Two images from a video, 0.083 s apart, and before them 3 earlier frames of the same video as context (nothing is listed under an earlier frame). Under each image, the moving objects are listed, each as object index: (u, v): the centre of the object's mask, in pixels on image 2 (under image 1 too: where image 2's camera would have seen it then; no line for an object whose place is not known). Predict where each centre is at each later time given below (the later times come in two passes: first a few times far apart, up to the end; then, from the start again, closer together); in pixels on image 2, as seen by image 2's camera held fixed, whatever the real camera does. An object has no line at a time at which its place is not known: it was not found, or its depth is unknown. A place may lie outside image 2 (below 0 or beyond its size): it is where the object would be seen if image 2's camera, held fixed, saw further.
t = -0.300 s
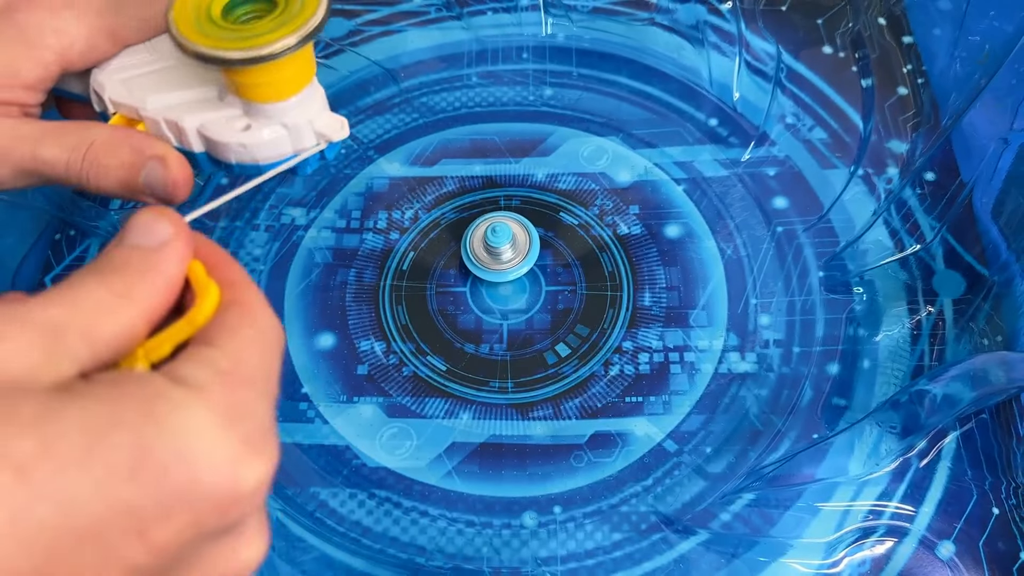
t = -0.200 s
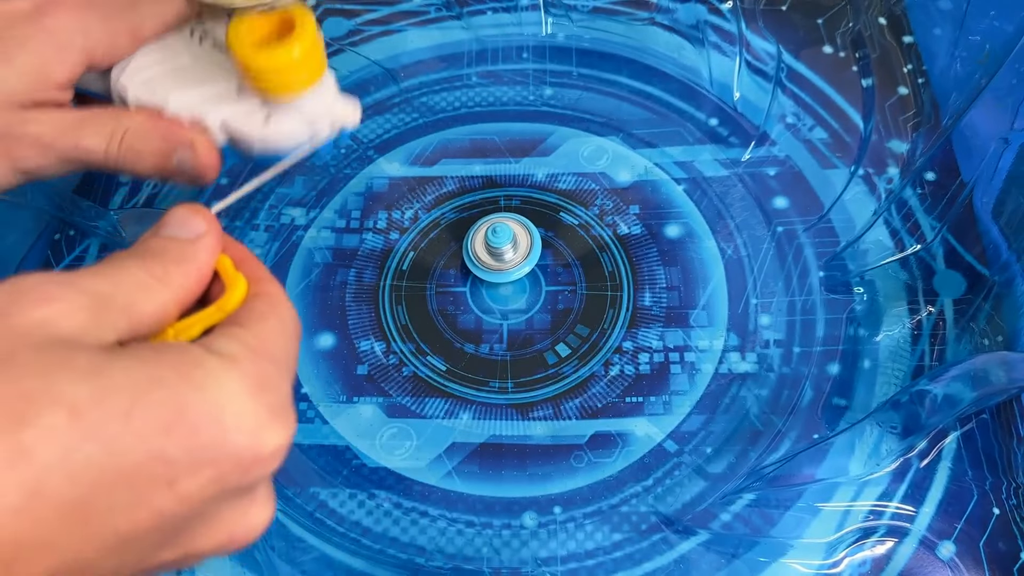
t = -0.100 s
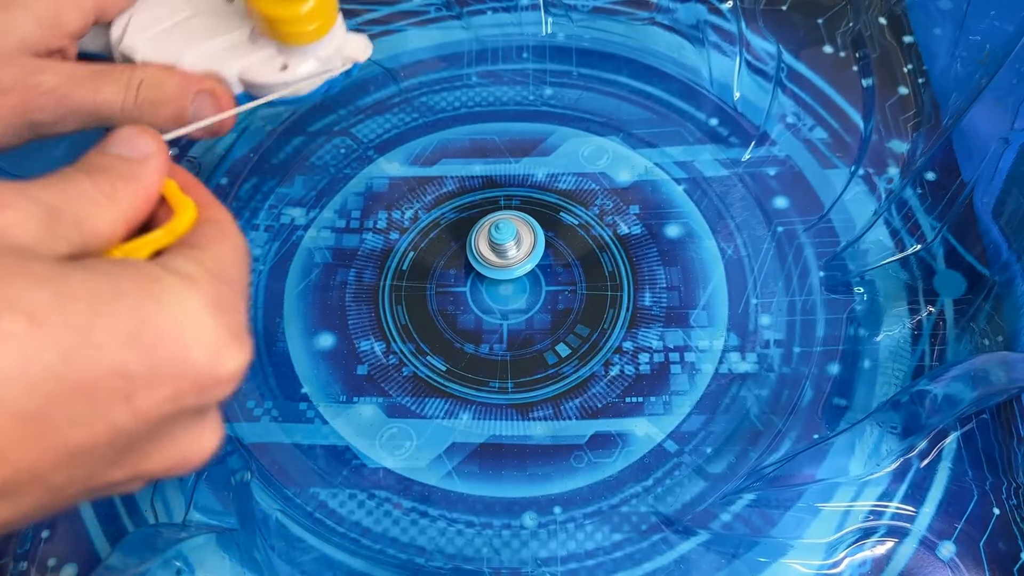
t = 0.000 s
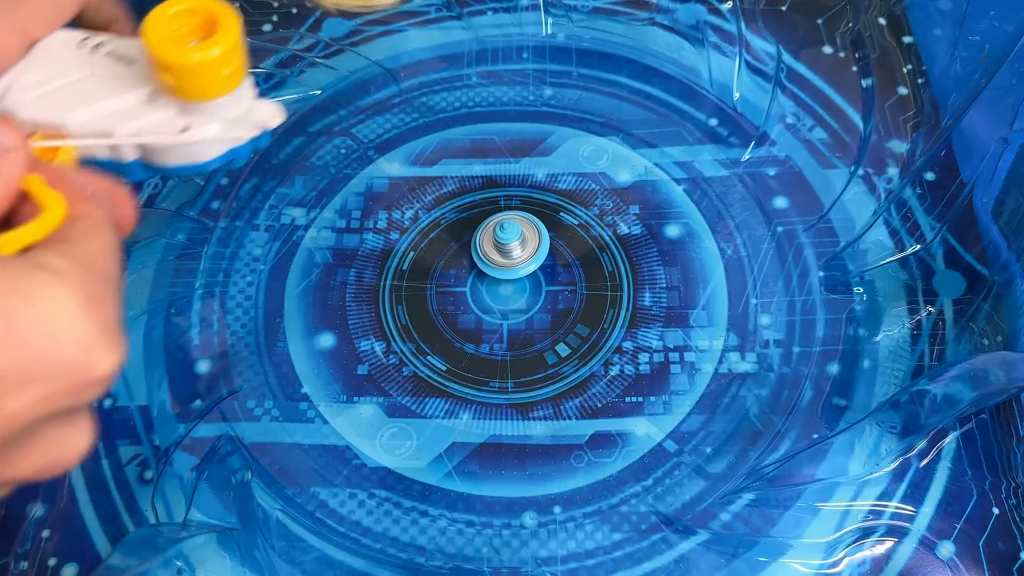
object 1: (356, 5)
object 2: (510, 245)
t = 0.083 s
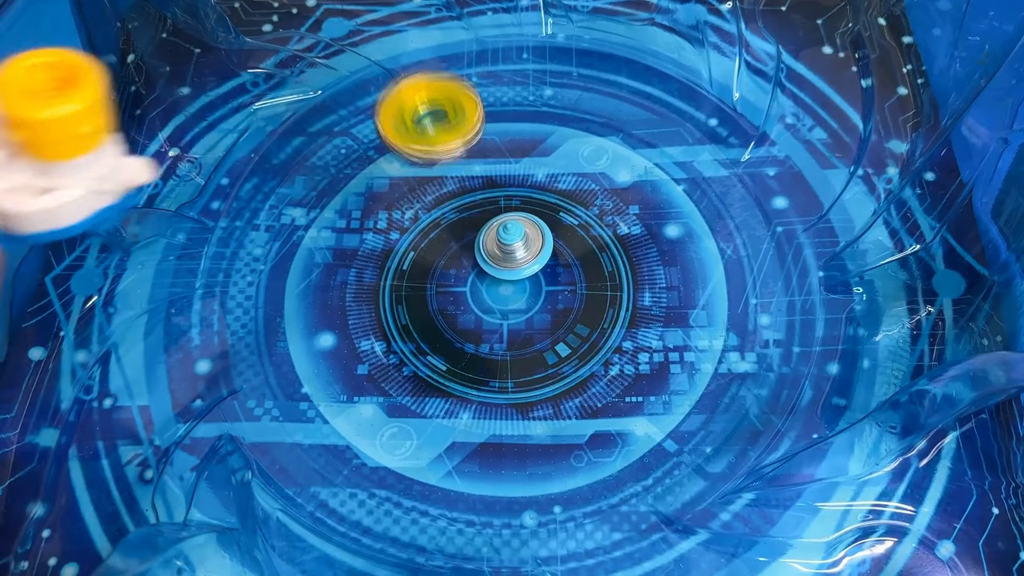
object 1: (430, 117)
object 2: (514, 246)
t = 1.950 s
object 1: (738, 254)
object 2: (511, 255)
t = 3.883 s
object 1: (429, 84)
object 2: (517, 244)
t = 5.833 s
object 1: (517, 464)
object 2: (511, 244)
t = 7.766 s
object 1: (484, 43)
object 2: (511, 245)
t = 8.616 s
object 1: (353, 240)
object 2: (517, 249)
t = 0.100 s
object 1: (442, 150)
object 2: (514, 246)
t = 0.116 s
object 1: (453, 184)
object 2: (515, 246)
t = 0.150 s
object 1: (474, 184)
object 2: (516, 241)
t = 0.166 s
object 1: (486, 172)
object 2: (515, 235)
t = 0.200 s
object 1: (514, 158)
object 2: (515, 231)
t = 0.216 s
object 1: (528, 154)
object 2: (514, 235)
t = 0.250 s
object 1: (559, 158)
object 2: (512, 253)
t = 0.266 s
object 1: (573, 165)
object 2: (511, 266)
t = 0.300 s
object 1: (600, 182)
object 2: (506, 275)
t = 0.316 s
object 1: (609, 175)
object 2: (503, 281)
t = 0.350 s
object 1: (628, 168)
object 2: (500, 285)
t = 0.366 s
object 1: (637, 169)
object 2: (499, 291)
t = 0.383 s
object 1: (646, 174)
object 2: (497, 297)
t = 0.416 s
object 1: (662, 191)
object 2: (495, 302)
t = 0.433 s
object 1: (669, 190)
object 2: (494, 304)
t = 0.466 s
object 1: (681, 195)
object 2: (493, 304)
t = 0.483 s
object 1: (687, 202)
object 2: (493, 303)
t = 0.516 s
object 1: (696, 214)
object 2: (495, 302)
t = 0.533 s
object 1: (700, 219)
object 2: (496, 300)
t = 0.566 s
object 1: (706, 234)
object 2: (497, 297)
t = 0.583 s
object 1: (710, 240)
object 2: (498, 296)
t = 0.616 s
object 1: (714, 255)
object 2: (499, 294)
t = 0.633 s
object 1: (715, 262)
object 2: (500, 293)
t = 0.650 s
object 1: (716, 270)
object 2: (501, 293)
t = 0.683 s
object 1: (716, 287)
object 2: (501, 292)
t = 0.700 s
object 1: (715, 296)
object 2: (501, 292)
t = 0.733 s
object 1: (709, 315)
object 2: (501, 291)
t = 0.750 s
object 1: (705, 325)
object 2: (501, 291)
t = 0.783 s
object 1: (693, 345)
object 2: (500, 290)
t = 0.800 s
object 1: (685, 354)
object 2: (500, 290)
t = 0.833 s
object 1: (663, 372)
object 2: (498, 290)
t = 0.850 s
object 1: (651, 380)
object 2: (498, 290)
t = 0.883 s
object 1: (621, 392)
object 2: (497, 289)
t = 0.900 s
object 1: (605, 396)
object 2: (496, 288)
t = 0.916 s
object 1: (588, 398)
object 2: (495, 287)
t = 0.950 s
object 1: (553, 399)
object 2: (493, 285)
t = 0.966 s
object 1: (535, 396)
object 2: (492, 284)
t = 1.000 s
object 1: (500, 386)
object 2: (489, 282)
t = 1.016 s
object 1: (483, 379)
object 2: (487, 280)
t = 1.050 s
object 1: (452, 361)
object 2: (483, 275)
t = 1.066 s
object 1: (438, 351)
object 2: (480, 272)
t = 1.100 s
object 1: (414, 326)
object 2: (476, 268)
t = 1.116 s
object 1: (405, 312)
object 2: (474, 266)
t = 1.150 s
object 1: (391, 283)
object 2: (473, 265)
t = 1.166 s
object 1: (387, 268)
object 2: (472, 265)
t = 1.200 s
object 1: (383, 238)
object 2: (472, 267)
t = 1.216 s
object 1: (383, 223)
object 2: (473, 268)
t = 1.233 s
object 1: (385, 208)
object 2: (475, 269)
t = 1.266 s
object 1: (393, 180)
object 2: (480, 270)
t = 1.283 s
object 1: (399, 167)
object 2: (481, 270)
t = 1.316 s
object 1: (414, 143)
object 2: (484, 269)
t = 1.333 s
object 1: (423, 132)
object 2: (485, 268)
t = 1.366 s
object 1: (443, 112)
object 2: (489, 263)
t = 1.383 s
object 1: (453, 102)
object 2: (491, 260)
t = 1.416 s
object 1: (476, 85)
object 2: (494, 253)
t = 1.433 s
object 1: (487, 77)
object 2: (496, 250)
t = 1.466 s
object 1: (511, 63)
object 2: (499, 244)
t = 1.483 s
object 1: (523, 57)
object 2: (500, 241)
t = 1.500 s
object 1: (536, 51)
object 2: (502, 238)
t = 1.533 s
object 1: (561, 43)
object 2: (504, 234)
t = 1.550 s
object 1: (574, 42)
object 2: (504, 233)
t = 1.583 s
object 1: (599, 48)
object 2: (504, 234)
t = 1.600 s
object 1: (611, 53)
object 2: (504, 235)
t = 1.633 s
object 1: (633, 70)
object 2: (503, 238)
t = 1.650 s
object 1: (642, 80)
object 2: (502, 240)
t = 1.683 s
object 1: (662, 98)
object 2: (500, 246)
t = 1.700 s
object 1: (672, 107)
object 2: (499, 248)
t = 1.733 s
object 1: (691, 123)
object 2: (498, 253)
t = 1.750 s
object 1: (700, 131)
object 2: (498, 253)
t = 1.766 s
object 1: (710, 139)
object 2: (498, 255)
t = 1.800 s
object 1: (727, 156)
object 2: (497, 256)
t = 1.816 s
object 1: (735, 165)
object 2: (498, 256)
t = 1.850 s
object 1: (746, 185)
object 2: (500, 257)
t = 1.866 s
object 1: (750, 196)
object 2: (502, 256)
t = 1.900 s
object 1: (751, 219)
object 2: (505, 256)
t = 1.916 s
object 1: (749, 231)
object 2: (507, 256)
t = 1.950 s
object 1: (738, 254)
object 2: (511, 255)
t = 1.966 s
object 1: (730, 265)
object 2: (513, 255)
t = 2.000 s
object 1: (709, 287)
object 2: (519, 255)
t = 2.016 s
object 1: (696, 296)
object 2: (523, 254)
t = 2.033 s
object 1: (682, 305)
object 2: (526, 254)
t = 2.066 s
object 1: (651, 320)
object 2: (532, 254)
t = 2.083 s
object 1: (634, 327)
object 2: (533, 254)
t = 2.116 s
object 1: (598, 335)
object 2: (535, 254)
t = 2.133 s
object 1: (580, 338)
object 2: (535, 255)
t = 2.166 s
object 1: (541, 339)
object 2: (533, 256)
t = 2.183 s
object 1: (521, 338)
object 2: (532, 257)
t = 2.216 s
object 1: (484, 330)
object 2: (531, 258)
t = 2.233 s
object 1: (467, 324)
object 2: (531, 258)
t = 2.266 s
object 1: (436, 307)
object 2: (532, 260)
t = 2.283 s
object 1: (423, 296)
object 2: (532, 260)
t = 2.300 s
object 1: (411, 285)
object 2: (532, 260)
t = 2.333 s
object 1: (392, 261)
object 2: (533, 260)
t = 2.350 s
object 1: (384, 248)
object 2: (533, 261)
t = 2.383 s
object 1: (375, 222)
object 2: (534, 263)
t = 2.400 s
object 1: (373, 210)
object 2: (534, 263)
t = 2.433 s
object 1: (371, 184)
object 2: (534, 264)
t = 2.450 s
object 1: (372, 171)
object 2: (534, 265)
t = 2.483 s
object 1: (377, 146)
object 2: (535, 267)
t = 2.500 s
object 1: (380, 135)
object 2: (535, 268)
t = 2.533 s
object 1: (388, 111)
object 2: (536, 269)
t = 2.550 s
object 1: (393, 101)
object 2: (536, 269)
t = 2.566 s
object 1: (399, 89)
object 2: (537, 270)
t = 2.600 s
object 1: (410, 68)
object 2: (537, 271)
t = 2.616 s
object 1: (416, 58)
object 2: (536, 272)
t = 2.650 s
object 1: (431, 39)
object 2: (537, 273)
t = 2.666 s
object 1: (439, 33)
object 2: (537, 274)
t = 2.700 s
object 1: (456, 26)
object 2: (539, 276)
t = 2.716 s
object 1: (465, 24)
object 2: (540, 277)
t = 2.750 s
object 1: (480, 23)
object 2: (541, 279)
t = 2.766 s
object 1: (488, 24)
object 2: (542, 281)
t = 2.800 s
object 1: (503, 27)
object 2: (541, 281)
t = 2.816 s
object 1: (511, 32)
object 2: (540, 281)
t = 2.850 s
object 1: (528, 52)
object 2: (537, 281)
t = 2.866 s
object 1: (536, 62)
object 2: (536, 280)
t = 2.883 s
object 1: (545, 72)
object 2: (534, 280)
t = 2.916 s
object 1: (562, 91)
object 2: (530, 278)
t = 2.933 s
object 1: (569, 102)
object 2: (528, 276)
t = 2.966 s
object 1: (581, 125)
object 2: (524, 273)
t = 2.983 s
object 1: (586, 137)
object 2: (522, 271)
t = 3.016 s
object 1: (592, 162)
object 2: (519, 269)
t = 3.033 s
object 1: (594, 176)
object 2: (517, 267)
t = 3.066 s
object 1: (596, 203)
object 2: (513, 264)
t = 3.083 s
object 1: (595, 217)
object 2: (511, 262)
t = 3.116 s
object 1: (590, 245)
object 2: (508, 255)
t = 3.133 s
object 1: (585, 259)
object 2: (507, 251)
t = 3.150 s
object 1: (579, 272)
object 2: (506, 246)
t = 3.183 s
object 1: (562, 296)
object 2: (508, 240)
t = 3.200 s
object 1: (551, 307)
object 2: (509, 240)
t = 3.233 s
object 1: (527, 324)
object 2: (510, 242)
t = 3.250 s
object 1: (513, 330)
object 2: (510, 243)
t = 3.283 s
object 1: (485, 337)
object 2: (510, 248)
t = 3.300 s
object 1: (471, 339)
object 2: (509, 250)
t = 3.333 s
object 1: (442, 337)
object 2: (508, 253)
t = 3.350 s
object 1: (428, 335)
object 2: (507, 253)
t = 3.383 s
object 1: (400, 327)
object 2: (506, 255)
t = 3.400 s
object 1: (387, 321)
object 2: (506, 255)
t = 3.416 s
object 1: (375, 315)
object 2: (506, 255)
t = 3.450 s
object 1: (352, 301)
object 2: (505, 253)
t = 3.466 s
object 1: (341, 293)
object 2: (505, 252)
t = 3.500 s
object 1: (322, 274)
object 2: (508, 249)
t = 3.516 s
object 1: (314, 265)
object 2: (509, 247)
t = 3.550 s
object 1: (301, 244)
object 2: (514, 244)
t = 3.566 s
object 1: (296, 233)
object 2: (517, 243)
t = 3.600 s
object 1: (289, 211)
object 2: (522, 241)
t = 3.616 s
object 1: (287, 200)
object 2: (523, 242)
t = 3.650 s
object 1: (286, 177)
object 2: (524, 244)
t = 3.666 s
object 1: (287, 165)
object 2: (524, 245)
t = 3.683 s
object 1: (289, 154)
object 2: (524, 247)
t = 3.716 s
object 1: (299, 133)
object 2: (522, 250)
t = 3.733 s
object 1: (307, 124)
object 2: (521, 251)
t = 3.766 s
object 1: (332, 110)
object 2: (519, 253)
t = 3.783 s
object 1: (345, 104)
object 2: (518, 253)
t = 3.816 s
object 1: (372, 93)
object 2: (517, 251)
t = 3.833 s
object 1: (386, 89)
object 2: (517, 250)
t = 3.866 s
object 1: (415, 84)
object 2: (517, 246)
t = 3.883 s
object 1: (429, 84)
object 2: (517, 244)
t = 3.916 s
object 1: (458, 85)
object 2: (517, 242)
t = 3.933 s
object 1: (472, 87)
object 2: (517, 241)
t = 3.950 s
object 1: (485, 89)
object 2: (517, 241)
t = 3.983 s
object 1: (512, 98)
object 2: (517, 241)
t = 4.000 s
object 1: (524, 104)
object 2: (518, 242)
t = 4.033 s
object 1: (547, 118)
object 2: (519, 244)
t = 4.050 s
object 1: (558, 127)
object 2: (520, 245)
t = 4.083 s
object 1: (577, 146)
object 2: (523, 246)
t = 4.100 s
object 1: (585, 156)
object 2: (524, 247)
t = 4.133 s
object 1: (601, 179)
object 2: (526, 247)
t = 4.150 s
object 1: (608, 192)
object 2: (527, 247)
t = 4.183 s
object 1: (619, 219)
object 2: (529, 247)
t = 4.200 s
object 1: (622, 232)
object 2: (530, 247)
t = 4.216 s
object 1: (624, 246)
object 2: (531, 248)
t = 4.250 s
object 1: (624, 275)
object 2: (534, 249)
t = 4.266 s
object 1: (622, 288)
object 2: (535, 250)
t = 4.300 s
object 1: (612, 316)
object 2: (536, 253)
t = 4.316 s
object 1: (605, 328)
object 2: (537, 255)
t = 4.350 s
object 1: (589, 353)
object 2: (538, 257)
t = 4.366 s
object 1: (578, 363)
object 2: (538, 258)
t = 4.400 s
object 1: (554, 383)
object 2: (539, 259)
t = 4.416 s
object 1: (541, 391)
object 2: (539, 259)
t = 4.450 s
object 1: (512, 405)
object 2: (539, 259)
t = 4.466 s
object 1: (497, 410)
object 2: (539, 259)
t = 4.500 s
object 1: (465, 417)
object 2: (538, 258)
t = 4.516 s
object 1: (449, 419)
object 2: (538, 258)
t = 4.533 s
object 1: (432, 419)
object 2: (538, 257)
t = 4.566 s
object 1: (399, 416)
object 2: (537, 257)
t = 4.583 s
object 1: (383, 413)
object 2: (537, 256)
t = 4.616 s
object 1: (353, 402)
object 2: (536, 255)
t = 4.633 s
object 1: (339, 395)
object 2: (536, 255)
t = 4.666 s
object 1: (314, 377)
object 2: (535, 254)
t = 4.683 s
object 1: (304, 366)
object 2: (535, 254)
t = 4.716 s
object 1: (288, 343)
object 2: (534, 253)
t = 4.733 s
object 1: (283, 330)
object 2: (534, 253)
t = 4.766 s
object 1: (277, 304)
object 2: (533, 253)
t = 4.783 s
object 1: (276, 291)
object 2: (532, 252)
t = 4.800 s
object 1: (277, 278)
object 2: (531, 252)
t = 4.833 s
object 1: (283, 252)
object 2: (530, 252)
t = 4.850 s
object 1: (289, 239)
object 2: (529, 252)
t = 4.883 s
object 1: (304, 215)
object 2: (528, 251)
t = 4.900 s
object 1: (313, 205)
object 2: (528, 251)
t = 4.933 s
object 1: (333, 185)
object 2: (527, 251)
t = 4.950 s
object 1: (344, 175)
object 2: (526, 251)
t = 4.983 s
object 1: (369, 160)
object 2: (525, 250)
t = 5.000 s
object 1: (382, 153)
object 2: (525, 250)
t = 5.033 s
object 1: (409, 142)
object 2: (524, 250)
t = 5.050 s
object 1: (423, 137)
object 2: (523, 249)
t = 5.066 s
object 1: (438, 134)
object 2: (523, 249)
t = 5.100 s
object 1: (468, 129)
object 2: (522, 249)
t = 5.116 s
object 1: (483, 128)
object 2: (522, 248)
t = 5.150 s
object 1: (513, 128)
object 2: (521, 248)
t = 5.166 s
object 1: (528, 129)
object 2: (520, 247)
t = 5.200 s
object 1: (557, 134)
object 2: (519, 247)
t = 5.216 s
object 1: (572, 137)
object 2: (519, 246)
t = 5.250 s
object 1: (599, 147)
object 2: (517, 246)
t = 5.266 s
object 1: (612, 154)
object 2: (516, 246)
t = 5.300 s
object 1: (637, 168)
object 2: (515, 246)
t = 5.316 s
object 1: (649, 176)
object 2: (514, 246)
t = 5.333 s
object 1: (660, 185)
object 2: (513, 246)
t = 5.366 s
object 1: (681, 204)
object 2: (512, 246)
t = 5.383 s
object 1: (689, 215)
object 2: (511, 247)
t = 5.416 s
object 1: (705, 238)
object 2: (510, 247)
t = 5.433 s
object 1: (710, 249)
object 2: (510, 247)
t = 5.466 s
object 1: (719, 274)
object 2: (510, 247)
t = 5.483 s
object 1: (721, 287)
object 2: (510, 247)
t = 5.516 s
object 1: (722, 314)
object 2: (510, 246)
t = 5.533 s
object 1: (721, 327)
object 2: (510, 246)
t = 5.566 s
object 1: (714, 354)
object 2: (511, 246)
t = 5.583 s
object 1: (709, 366)
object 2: (511, 245)
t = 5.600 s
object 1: (703, 379)
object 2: (511, 245)
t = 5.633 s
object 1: (688, 402)
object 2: (511, 245)
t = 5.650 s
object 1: (679, 414)
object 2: (512, 245)
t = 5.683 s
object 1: (657, 434)
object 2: (511, 244)
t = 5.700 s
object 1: (645, 443)
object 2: (511, 244)
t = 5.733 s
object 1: (616, 457)
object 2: (511, 244)
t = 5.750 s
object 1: (600, 462)
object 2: (511, 244)
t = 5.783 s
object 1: (568, 467)
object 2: (511, 244)
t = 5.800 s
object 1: (551, 468)
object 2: (511, 244)
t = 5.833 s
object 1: (517, 464)
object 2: (511, 244)
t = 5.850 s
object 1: (501, 460)
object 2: (511, 244)
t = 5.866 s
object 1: (485, 455)
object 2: (511, 244)
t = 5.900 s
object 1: (454, 441)
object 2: (511, 244)
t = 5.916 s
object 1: (440, 432)
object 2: (511, 245)
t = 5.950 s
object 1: (415, 412)
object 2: (511, 245)
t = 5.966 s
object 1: (404, 401)
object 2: (512, 245)
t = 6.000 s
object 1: (385, 377)
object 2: (512, 245)
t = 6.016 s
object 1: (378, 364)
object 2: (512, 246)
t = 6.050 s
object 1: (366, 339)
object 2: (513, 246)
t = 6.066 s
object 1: (362, 325)
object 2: (513, 246)
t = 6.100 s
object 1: (358, 298)
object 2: (513, 246)
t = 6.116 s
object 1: (358, 285)
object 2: (514, 246)
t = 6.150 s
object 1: (362, 258)
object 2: (514, 246)
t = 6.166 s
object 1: (365, 245)
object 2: (513, 246)
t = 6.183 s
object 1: (369, 233)
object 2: (513, 246)
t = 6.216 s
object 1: (381, 209)
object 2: (513, 246)
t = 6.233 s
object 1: (387, 198)
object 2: (513, 246)
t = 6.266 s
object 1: (403, 177)
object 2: (512, 246)
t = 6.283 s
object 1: (412, 168)
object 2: (512, 246)
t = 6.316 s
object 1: (431, 150)
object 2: (512, 246)
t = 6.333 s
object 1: (441, 143)
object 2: (512, 246)
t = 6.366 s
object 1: (463, 129)
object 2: (512, 246)
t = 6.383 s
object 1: (475, 123)
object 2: (512, 246)
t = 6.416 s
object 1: (499, 111)
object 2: (513, 246)
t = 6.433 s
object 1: (512, 105)
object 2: (513, 246)
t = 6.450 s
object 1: (525, 101)
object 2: (513, 246)
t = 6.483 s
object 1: (551, 93)
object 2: (513, 246)
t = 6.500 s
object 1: (564, 90)
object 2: (513, 246)
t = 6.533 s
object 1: (590, 87)
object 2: (513, 246)
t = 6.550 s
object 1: (603, 86)
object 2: (513, 247)
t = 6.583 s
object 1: (629, 84)
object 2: (513, 247)
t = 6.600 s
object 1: (641, 84)
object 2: (513, 247)
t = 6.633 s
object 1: (666, 86)
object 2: (513, 247)
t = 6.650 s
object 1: (677, 89)
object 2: (513, 247)
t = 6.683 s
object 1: (695, 101)
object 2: (513, 247)
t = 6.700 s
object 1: (703, 111)
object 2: (513, 247)
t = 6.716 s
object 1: (708, 121)
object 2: (513, 247)
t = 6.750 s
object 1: (721, 140)
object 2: (513, 247)
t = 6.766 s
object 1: (727, 150)
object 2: (513, 246)
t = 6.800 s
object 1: (740, 167)
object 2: (513, 246)
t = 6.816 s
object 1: (746, 177)
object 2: (512, 246)
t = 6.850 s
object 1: (754, 199)
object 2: (512, 246)
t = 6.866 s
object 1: (756, 211)
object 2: (512, 246)
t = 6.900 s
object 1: (754, 234)
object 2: (512, 246)
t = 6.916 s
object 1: (751, 246)
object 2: (512, 246)
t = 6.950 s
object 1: (739, 269)
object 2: (512, 246)
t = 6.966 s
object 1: (731, 281)
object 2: (512, 246)
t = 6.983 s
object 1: (721, 292)
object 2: (512, 246)
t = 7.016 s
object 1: (698, 311)
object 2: (512, 246)
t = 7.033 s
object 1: (686, 319)
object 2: (512, 245)
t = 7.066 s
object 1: (657, 334)
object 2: (512, 245)
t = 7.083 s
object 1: (642, 341)
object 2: (512, 245)
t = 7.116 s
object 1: (610, 350)
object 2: (512, 245)
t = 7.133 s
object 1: (593, 353)
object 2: (513, 245)
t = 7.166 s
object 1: (559, 355)
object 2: (513, 245)
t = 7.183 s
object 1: (543, 355)
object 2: (513, 245)
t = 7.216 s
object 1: (510, 351)
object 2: (513, 245)
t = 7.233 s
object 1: (494, 347)
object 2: (513, 245)
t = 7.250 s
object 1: (479, 342)
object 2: (513, 245)
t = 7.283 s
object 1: (453, 328)
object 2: (513, 245)
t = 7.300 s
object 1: (441, 320)
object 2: (513, 245)
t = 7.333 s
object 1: (420, 300)
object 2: (513, 245)
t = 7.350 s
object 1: (412, 289)
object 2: (513, 245)
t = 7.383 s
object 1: (400, 267)
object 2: (513, 245)
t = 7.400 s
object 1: (396, 255)
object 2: (513, 245)
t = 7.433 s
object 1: (392, 231)
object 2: (513, 244)
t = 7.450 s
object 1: (391, 219)
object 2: (513, 244)
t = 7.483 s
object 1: (392, 196)
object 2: (513, 244)
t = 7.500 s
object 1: (393, 185)
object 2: (512, 244)
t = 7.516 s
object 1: (396, 174)
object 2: (512, 244)
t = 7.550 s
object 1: (402, 154)
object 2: (512, 244)
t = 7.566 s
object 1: (406, 143)
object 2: (511, 244)
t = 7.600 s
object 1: (416, 124)
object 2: (511, 244)
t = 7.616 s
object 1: (421, 114)
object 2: (511, 243)
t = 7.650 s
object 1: (432, 95)
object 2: (511, 243)
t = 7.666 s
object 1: (438, 86)
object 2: (511, 243)
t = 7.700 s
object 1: (451, 69)
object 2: (511, 244)
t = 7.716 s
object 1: (458, 61)
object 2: (511, 244)
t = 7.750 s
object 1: (475, 47)
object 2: (511, 245)
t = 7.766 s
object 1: (484, 43)
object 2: (511, 245)
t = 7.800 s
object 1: (504, 40)
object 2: (511, 245)
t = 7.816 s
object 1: (515, 43)
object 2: (511, 246)
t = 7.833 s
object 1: (526, 46)
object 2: (511, 246)
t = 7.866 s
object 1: (549, 57)
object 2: (511, 246)
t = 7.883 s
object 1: (560, 62)
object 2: (512, 246)
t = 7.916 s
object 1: (582, 70)
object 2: (512, 246)
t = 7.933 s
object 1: (593, 75)
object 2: (512, 246)
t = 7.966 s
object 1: (612, 87)
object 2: (512, 246)
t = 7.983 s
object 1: (620, 94)
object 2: (513, 247)
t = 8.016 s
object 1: (632, 111)
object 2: (513, 247)
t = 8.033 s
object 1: (637, 121)
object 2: (514, 247)
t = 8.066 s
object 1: (642, 143)
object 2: (514, 247)
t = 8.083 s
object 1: (644, 154)
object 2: (515, 247)
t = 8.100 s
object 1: (644, 166)
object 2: (515, 247)
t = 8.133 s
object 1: (642, 190)
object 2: (515, 248)
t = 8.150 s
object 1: (641, 203)
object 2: (516, 248)
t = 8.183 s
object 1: (633, 227)
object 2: (516, 248)
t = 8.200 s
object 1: (627, 239)
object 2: (516, 248)
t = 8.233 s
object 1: (613, 262)
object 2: (517, 248)
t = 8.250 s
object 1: (604, 273)
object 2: (517, 248)
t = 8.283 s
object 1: (583, 294)
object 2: (517, 248)
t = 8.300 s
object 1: (571, 303)
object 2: (517, 247)
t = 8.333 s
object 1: (545, 317)
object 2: (518, 247)
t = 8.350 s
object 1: (530, 322)
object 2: (519, 248)
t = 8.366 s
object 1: (515, 325)
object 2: (519, 249)
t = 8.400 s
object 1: (486, 327)
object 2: (519, 251)
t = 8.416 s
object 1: (471, 326)
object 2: (519, 252)
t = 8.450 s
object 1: (444, 319)
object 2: (519, 252)
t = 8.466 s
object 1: (431, 314)
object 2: (519, 252)
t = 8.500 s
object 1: (408, 302)
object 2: (519, 252)
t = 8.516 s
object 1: (398, 294)
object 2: (518, 252)
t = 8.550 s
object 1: (380, 278)
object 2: (518, 251)
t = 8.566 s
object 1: (371, 269)
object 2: (517, 251)
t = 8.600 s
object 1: (358, 250)
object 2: (517, 249)
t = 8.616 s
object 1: (353, 240)
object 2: (517, 249)
